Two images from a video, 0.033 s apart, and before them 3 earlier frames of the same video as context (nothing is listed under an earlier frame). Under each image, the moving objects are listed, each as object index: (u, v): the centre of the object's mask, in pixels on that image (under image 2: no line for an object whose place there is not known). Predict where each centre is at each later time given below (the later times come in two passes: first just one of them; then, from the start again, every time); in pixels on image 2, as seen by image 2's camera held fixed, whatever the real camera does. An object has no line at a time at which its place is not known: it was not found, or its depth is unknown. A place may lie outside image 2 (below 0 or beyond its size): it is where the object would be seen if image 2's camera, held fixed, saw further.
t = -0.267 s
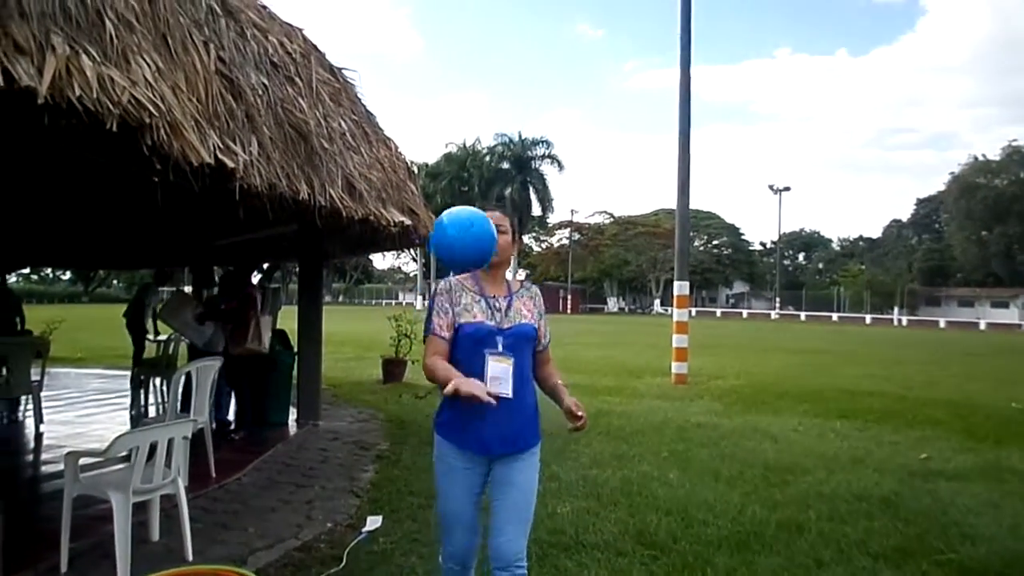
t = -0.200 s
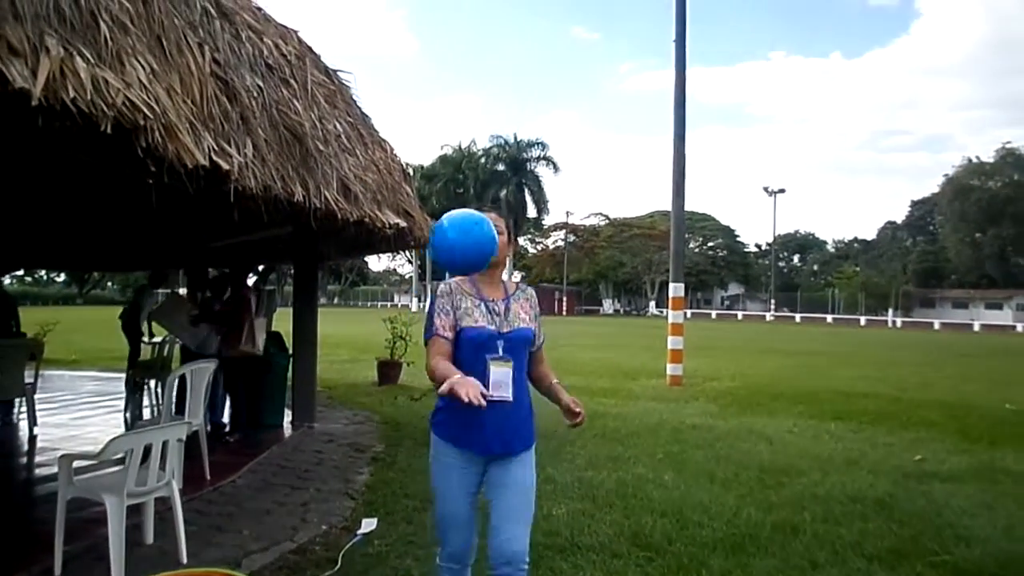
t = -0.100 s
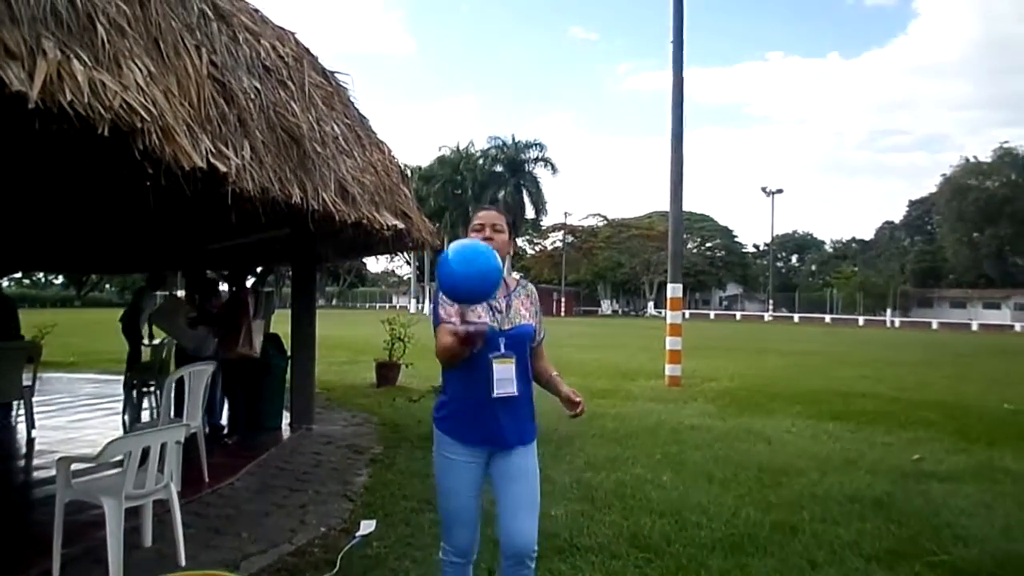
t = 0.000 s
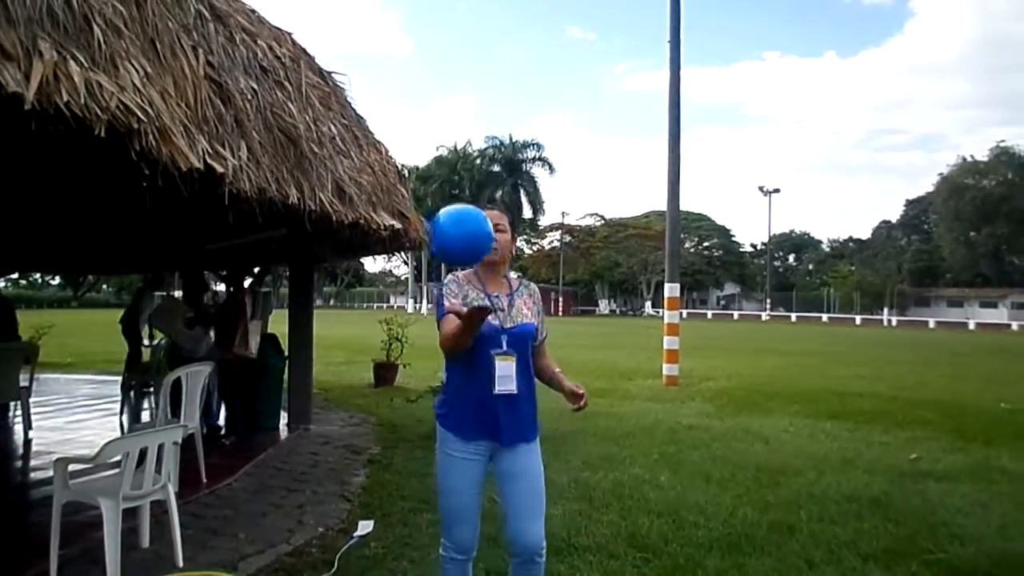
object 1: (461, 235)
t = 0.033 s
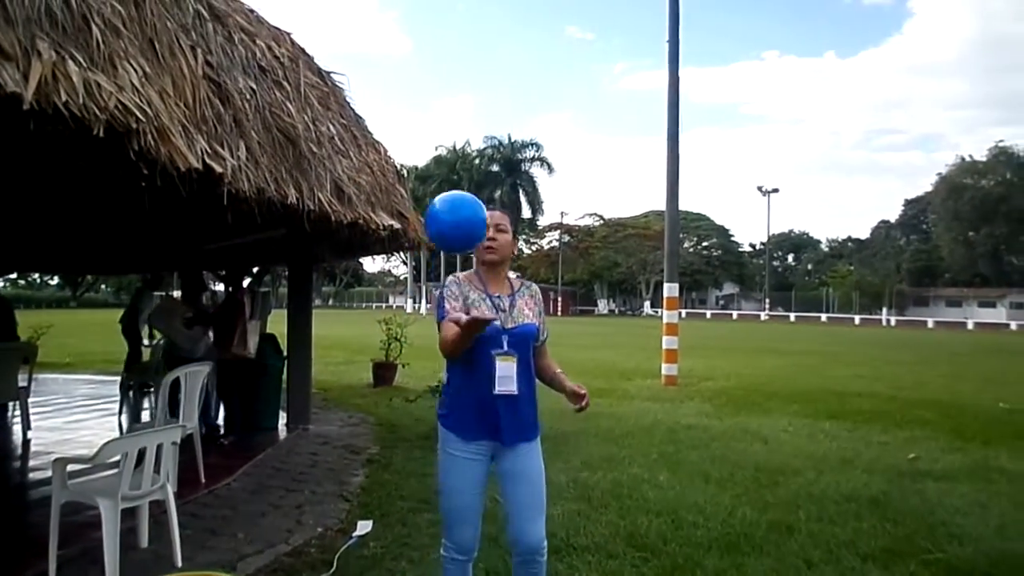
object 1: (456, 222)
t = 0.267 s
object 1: (436, 224)
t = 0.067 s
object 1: (453, 211)
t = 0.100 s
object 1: (450, 206)
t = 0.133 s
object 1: (447, 203)
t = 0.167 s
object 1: (444, 203)
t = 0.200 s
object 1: (442, 208)
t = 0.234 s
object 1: (438, 214)
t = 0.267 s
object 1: (436, 224)
